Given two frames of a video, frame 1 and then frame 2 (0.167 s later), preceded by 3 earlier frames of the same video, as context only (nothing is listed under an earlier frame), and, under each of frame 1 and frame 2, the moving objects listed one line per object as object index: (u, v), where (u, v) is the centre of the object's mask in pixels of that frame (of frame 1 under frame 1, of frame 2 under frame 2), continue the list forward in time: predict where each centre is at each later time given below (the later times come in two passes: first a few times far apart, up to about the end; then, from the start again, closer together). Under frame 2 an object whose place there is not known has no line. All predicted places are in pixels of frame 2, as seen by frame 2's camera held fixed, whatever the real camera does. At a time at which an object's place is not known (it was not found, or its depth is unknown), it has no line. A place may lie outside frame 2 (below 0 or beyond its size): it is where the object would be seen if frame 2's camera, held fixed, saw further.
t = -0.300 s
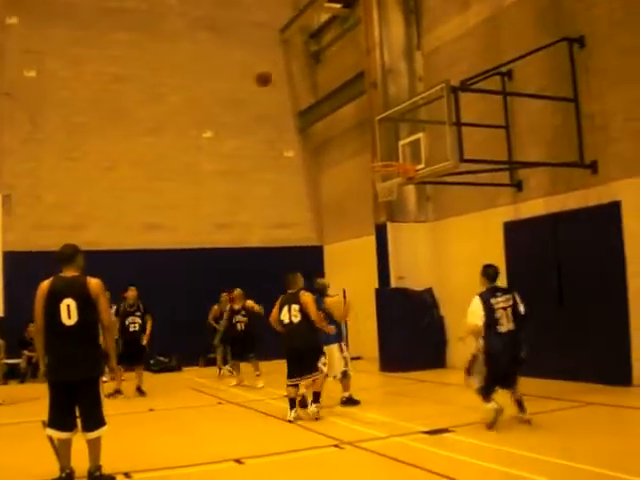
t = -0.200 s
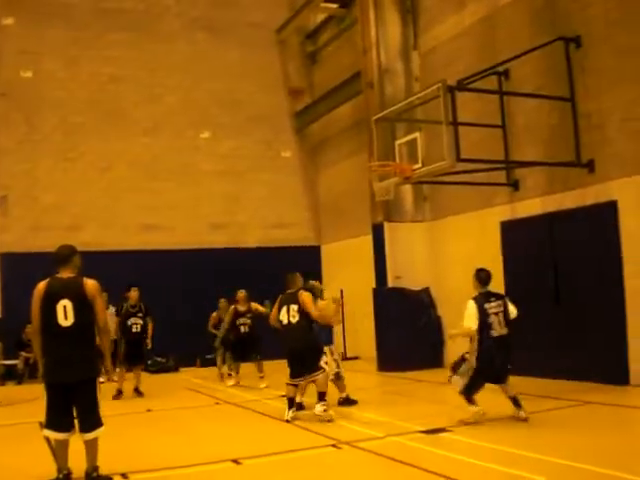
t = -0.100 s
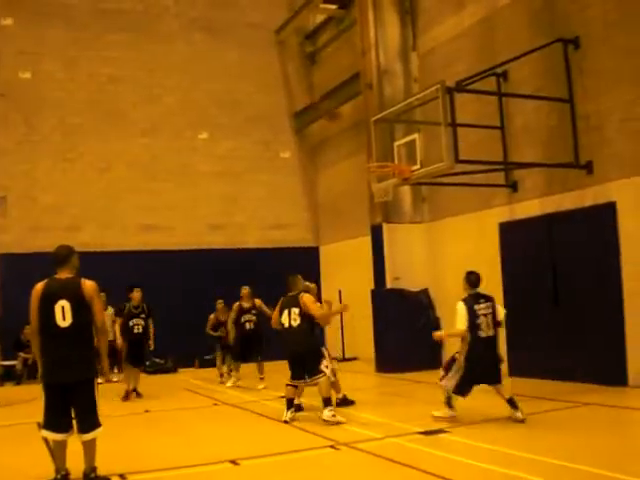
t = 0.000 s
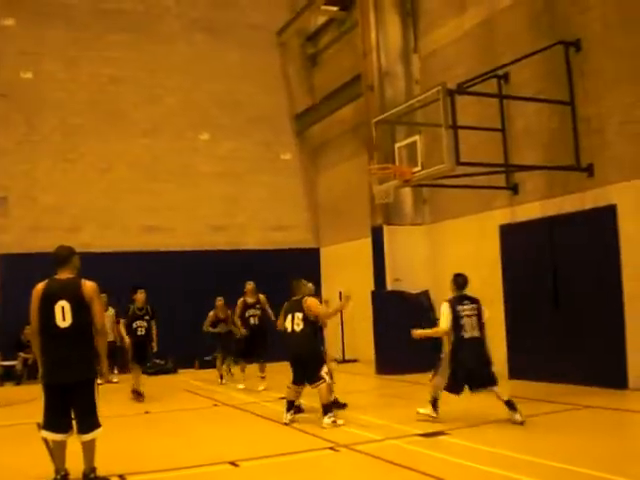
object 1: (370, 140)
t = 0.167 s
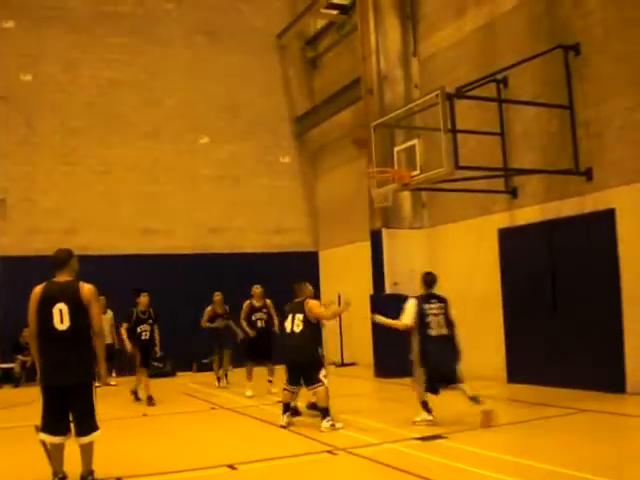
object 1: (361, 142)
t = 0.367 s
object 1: (294, 107)
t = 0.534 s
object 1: (239, 102)
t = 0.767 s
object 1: (162, 133)
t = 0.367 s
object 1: (294, 107)
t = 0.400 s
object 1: (284, 106)
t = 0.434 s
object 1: (272, 103)
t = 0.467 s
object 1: (261, 102)
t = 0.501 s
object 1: (251, 102)
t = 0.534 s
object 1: (239, 102)
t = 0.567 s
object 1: (229, 104)
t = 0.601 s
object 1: (217, 107)
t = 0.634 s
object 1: (208, 110)
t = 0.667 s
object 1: (196, 115)
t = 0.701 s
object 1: (185, 120)
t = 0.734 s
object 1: (174, 125)
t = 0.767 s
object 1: (162, 133)
